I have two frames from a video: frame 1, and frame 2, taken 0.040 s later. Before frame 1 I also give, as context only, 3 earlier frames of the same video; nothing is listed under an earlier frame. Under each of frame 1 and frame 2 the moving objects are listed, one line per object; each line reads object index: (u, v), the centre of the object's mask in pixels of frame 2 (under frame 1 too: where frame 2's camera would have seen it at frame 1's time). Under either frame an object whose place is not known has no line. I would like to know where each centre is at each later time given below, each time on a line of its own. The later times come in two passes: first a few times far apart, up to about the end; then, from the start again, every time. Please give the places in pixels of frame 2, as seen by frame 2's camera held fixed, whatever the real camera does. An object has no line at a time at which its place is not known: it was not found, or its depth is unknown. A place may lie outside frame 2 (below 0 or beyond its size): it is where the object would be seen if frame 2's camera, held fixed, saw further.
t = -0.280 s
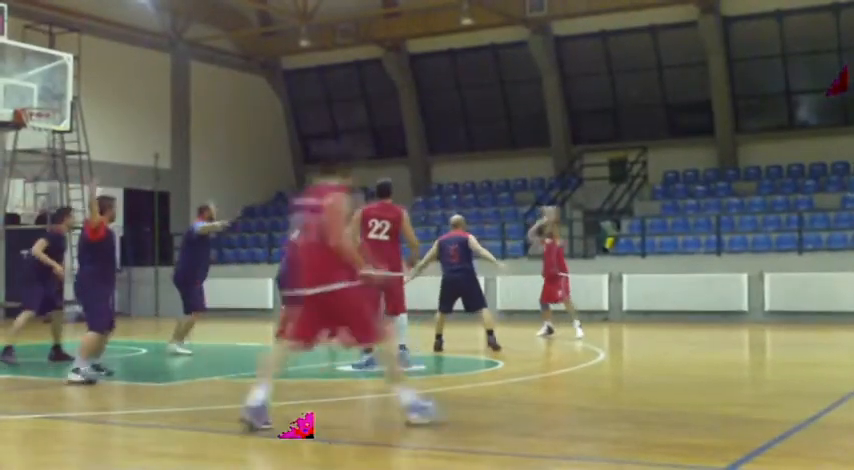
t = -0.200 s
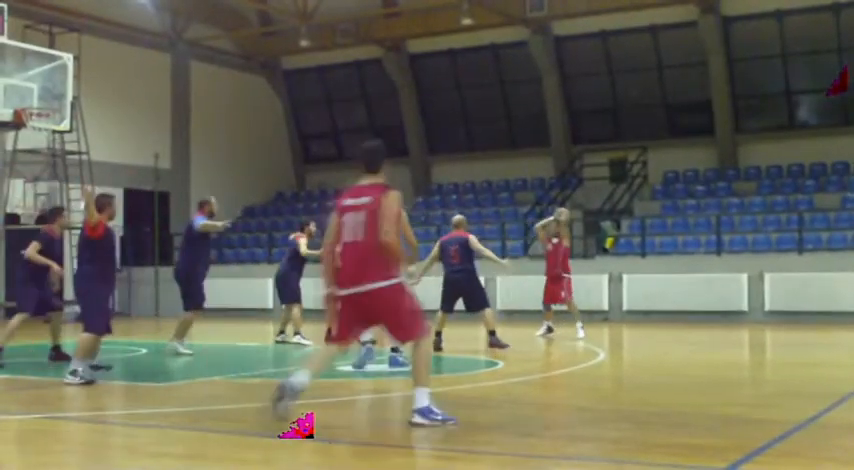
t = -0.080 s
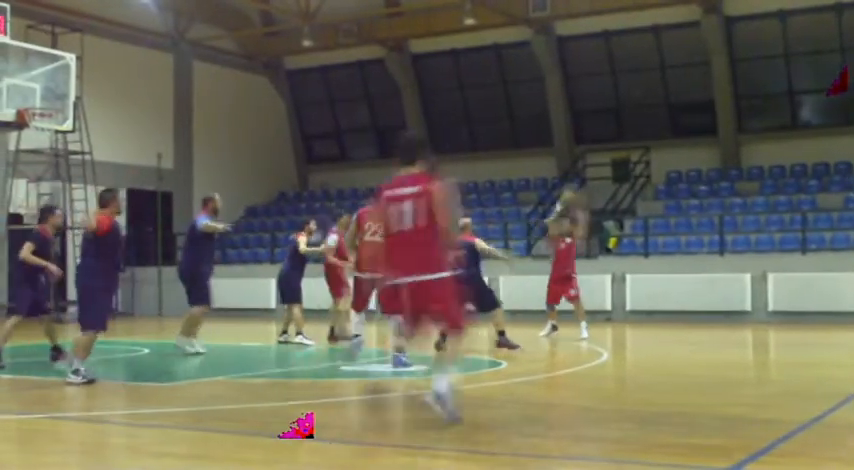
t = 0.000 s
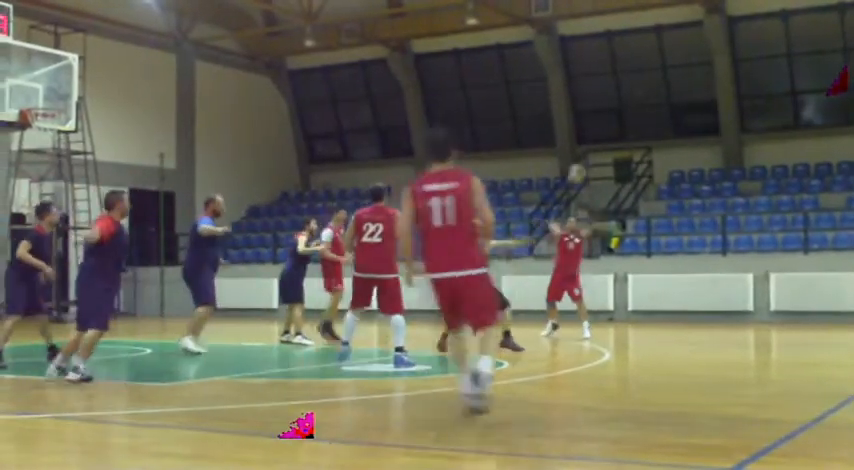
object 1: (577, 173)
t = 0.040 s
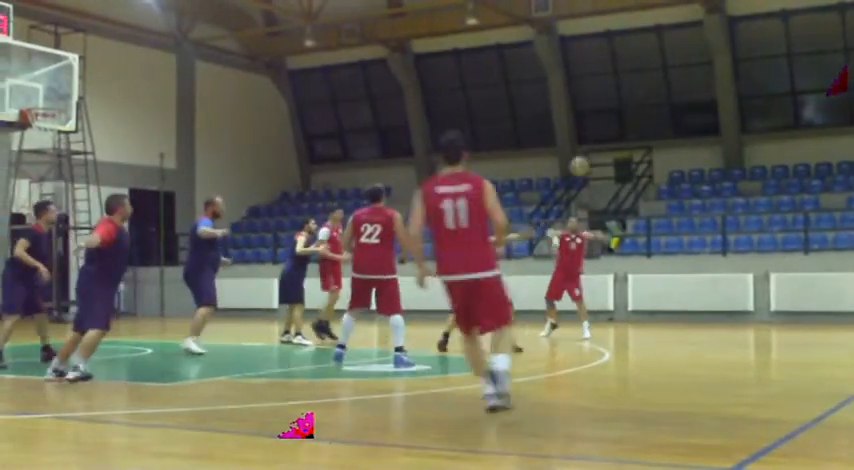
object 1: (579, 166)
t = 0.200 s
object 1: (591, 136)
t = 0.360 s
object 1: (606, 124)
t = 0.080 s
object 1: (581, 157)
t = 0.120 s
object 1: (584, 148)
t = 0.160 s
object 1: (588, 142)
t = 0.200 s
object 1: (591, 136)
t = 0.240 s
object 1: (594, 132)
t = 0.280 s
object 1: (597, 128)
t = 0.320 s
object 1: (600, 126)
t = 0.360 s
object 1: (606, 124)
